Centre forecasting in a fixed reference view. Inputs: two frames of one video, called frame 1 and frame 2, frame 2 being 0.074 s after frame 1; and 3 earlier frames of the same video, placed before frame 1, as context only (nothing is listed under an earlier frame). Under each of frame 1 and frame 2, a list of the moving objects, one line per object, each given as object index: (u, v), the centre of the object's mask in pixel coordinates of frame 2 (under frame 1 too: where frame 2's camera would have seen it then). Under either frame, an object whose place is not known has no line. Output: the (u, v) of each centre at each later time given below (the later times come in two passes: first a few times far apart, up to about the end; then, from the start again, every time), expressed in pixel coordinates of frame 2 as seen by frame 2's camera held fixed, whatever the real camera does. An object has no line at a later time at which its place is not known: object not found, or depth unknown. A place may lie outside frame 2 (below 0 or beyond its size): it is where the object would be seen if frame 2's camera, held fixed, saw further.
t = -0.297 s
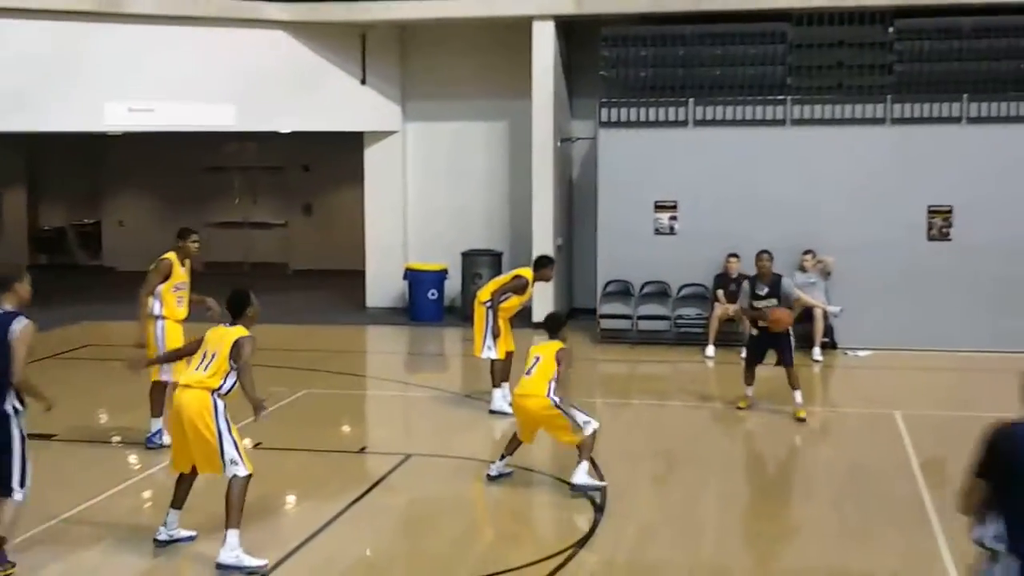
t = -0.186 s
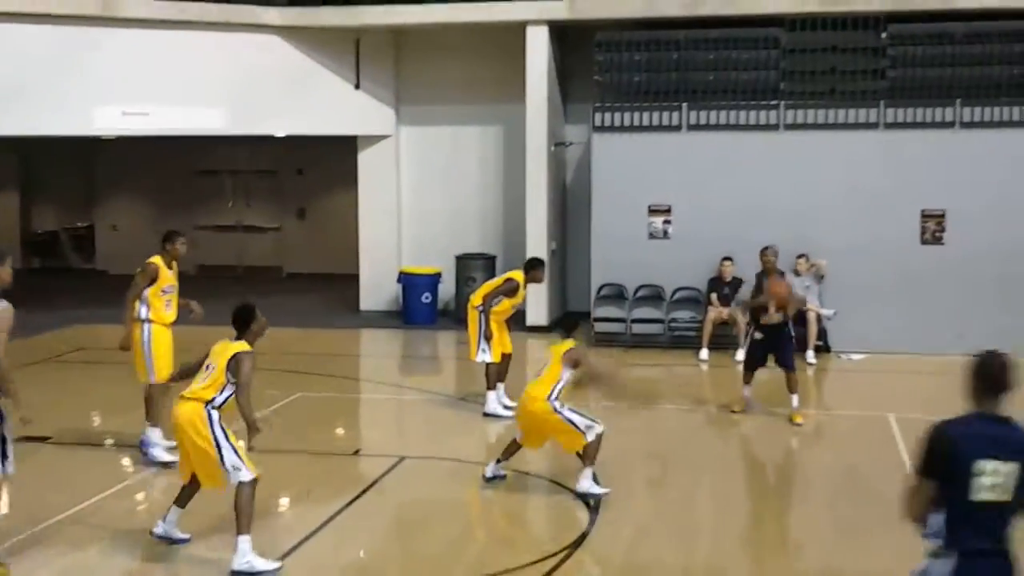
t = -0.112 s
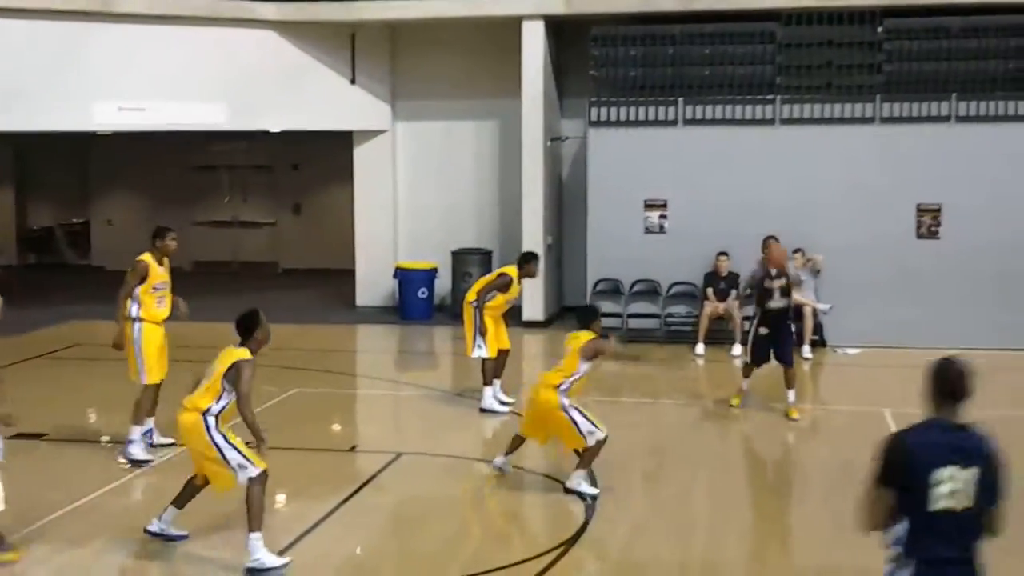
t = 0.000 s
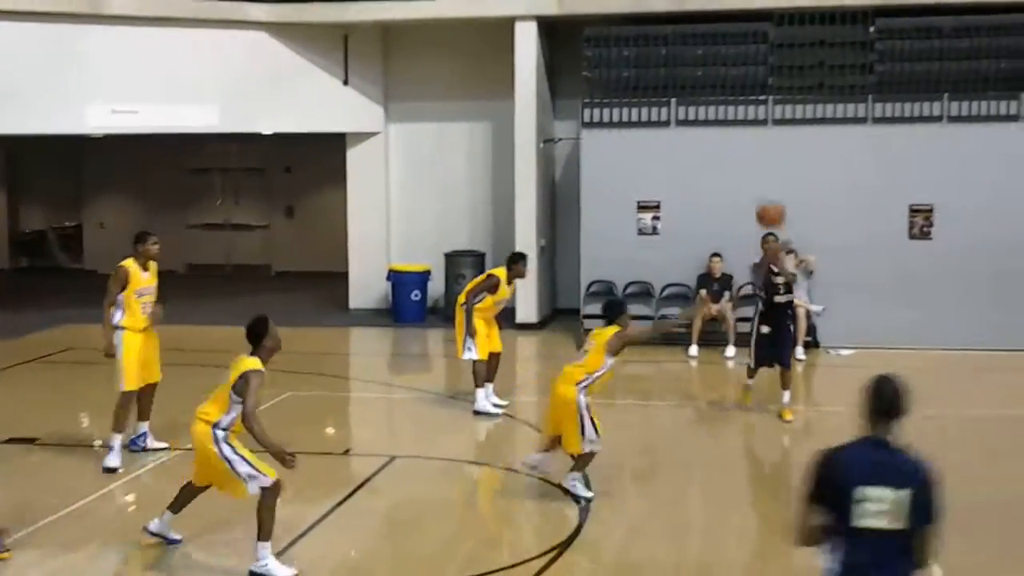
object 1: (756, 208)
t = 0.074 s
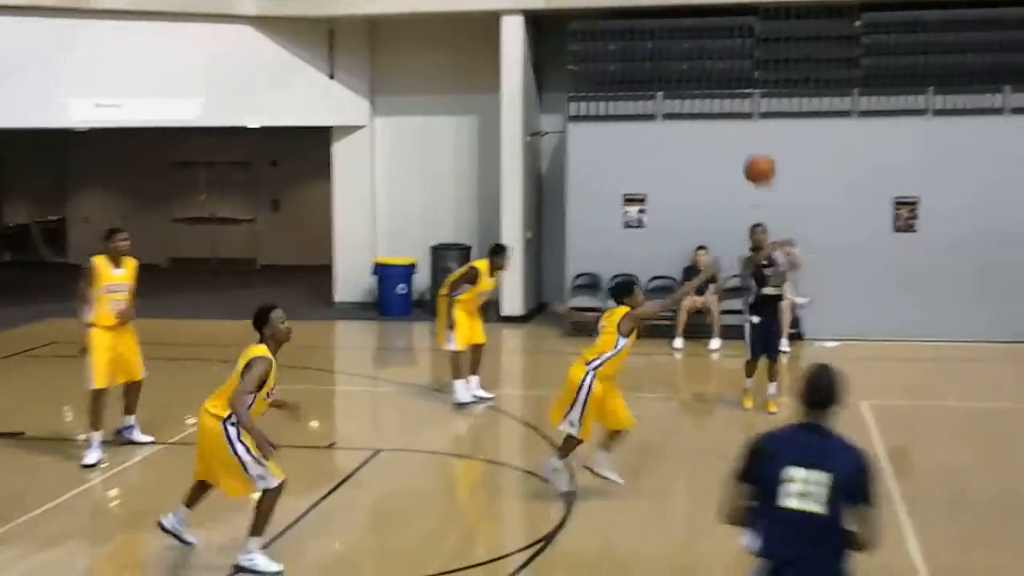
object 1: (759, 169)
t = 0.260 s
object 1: (769, 123)
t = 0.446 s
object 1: (779, 109)
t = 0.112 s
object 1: (760, 158)
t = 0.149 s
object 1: (762, 148)
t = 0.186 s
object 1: (764, 138)
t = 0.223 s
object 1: (766, 129)
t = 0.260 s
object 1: (769, 123)
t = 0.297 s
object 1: (770, 117)
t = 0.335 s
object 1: (772, 112)
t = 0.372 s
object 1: (775, 109)
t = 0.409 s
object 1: (777, 108)
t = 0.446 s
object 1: (779, 109)
